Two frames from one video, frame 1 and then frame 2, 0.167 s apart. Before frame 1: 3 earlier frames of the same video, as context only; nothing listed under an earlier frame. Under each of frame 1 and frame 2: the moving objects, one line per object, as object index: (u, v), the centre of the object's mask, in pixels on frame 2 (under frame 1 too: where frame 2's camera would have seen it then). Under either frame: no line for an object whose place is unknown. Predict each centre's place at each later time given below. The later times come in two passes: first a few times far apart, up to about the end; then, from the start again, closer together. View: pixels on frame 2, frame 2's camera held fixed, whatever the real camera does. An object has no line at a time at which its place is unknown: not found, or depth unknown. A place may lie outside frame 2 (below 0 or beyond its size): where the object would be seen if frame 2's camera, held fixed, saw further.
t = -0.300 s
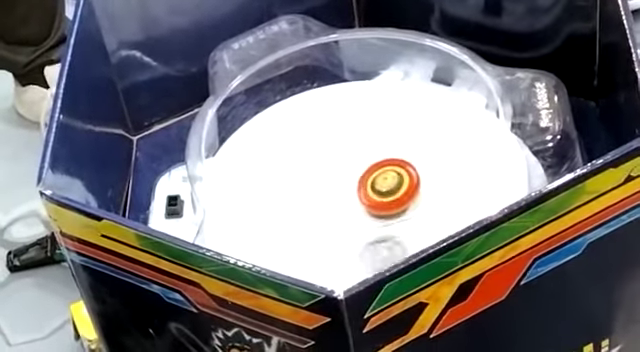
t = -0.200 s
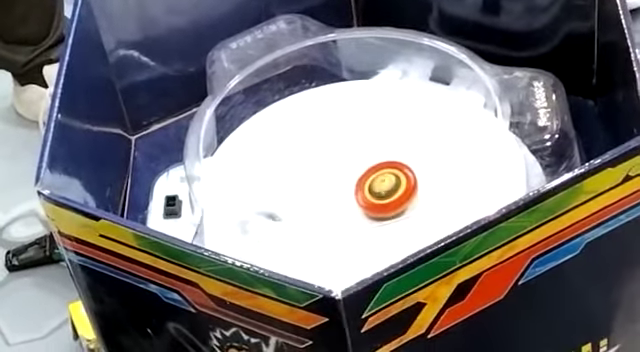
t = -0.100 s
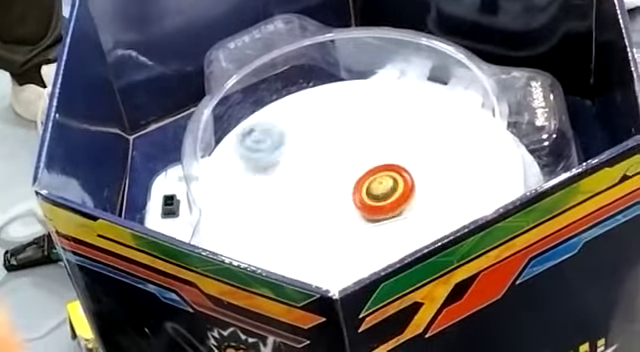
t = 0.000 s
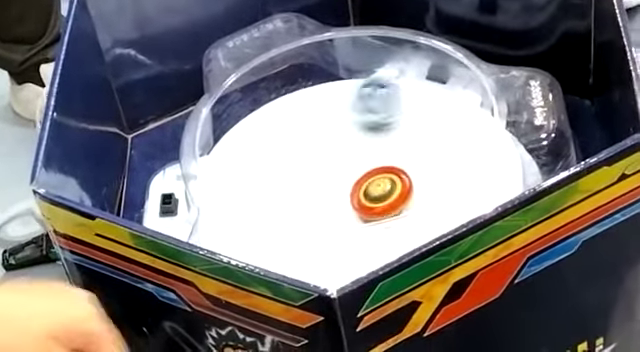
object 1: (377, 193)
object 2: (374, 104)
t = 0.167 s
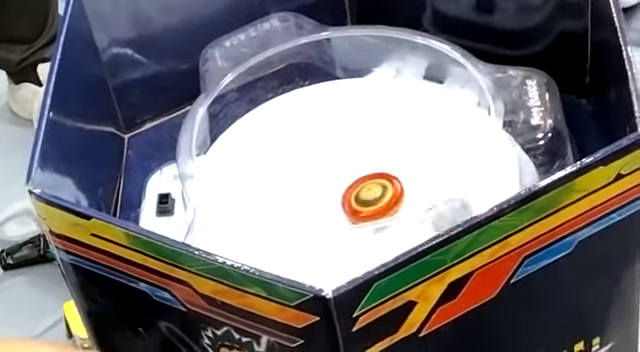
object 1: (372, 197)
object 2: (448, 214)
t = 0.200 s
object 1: (372, 198)
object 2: (410, 234)
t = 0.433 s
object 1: (367, 204)
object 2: (250, 152)
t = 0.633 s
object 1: (360, 208)
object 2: (457, 145)
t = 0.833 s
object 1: (352, 210)
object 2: (326, 263)
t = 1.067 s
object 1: (339, 209)
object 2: (306, 114)
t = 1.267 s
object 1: (329, 206)
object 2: (465, 190)
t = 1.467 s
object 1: (320, 200)
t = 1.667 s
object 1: (313, 191)
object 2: (323, 107)
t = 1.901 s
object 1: (316, 185)
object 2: (437, 219)
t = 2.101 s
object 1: (321, 180)
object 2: (240, 220)
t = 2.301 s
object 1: (329, 176)
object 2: (363, 103)
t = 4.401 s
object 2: (419, 139)
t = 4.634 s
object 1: (354, 221)
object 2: (406, 147)
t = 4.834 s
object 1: (390, 210)
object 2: (351, 166)
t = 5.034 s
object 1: (401, 200)
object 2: (301, 147)
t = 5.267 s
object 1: (400, 187)
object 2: (299, 149)
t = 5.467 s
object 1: (393, 181)
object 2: (314, 178)
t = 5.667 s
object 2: (319, 216)
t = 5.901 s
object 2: (312, 229)
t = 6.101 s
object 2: (329, 221)
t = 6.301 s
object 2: (360, 211)
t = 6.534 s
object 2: (400, 189)
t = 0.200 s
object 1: (372, 198)
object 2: (410, 234)
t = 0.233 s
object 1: (371, 199)
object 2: (374, 250)
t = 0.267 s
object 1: (371, 200)
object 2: (327, 263)
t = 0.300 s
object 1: (370, 201)
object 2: (294, 263)
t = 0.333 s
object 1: (369, 201)
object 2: (264, 216)
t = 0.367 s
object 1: (368, 202)
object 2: (235, 208)
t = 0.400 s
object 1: (367, 203)
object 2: (235, 179)
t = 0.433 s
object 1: (367, 204)
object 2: (250, 152)
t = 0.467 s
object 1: (366, 205)
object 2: (277, 128)
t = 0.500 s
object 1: (365, 205)
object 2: (316, 110)
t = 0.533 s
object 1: (364, 206)
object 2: (358, 104)
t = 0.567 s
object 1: (363, 207)
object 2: (398, 108)
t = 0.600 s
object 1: (361, 207)
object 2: (436, 122)
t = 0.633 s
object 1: (360, 208)
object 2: (457, 145)
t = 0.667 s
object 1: (359, 208)
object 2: (471, 175)
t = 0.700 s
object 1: (358, 208)
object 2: (461, 197)
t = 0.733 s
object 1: (356, 209)
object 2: (439, 218)
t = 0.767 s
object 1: (355, 209)
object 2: (400, 237)
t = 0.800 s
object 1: (353, 209)
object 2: (364, 250)
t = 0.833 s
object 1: (352, 210)
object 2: (326, 263)
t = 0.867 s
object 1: (350, 210)
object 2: (295, 264)
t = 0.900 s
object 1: (349, 210)
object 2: (251, 224)
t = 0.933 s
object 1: (347, 210)
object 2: (235, 211)
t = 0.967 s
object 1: (345, 210)
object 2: (235, 183)
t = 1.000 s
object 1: (343, 210)
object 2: (245, 157)
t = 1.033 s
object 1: (341, 209)
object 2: (272, 131)
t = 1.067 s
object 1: (339, 209)
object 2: (306, 114)
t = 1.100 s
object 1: (337, 209)
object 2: (348, 105)
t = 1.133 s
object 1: (335, 208)
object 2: (390, 106)
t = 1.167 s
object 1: (334, 208)
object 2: (427, 117)
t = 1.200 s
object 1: (332, 207)
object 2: (453, 139)
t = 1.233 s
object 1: (331, 206)
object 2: (467, 169)
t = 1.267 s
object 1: (329, 206)
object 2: (465, 190)
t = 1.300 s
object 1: (328, 205)
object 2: (446, 214)
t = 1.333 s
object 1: (326, 204)
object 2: (415, 231)
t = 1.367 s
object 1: (325, 203)
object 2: (378, 249)
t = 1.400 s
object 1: (324, 202)
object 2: (341, 259)
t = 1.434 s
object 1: (322, 201)
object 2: (307, 258)
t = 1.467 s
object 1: (320, 200)
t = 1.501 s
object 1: (319, 199)
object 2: (242, 223)
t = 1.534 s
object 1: (317, 197)
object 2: (232, 199)
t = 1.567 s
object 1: (315, 195)
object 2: (237, 172)
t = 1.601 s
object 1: (314, 194)
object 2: (255, 144)
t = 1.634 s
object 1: (313, 192)
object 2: (286, 120)
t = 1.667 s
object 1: (313, 191)
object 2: (323, 107)
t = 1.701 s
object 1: (314, 190)
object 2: (366, 103)
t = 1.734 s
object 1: (314, 189)
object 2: (408, 110)
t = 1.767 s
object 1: (314, 188)
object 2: (439, 124)
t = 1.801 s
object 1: (314, 187)
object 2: (457, 146)
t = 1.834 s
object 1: (315, 186)
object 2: (470, 181)
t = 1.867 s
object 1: (316, 185)
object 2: (460, 198)
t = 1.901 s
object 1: (316, 185)
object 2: (437, 219)
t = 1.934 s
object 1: (317, 184)
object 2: (403, 236)
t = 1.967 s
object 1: (318, 183)
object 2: (369, 252)
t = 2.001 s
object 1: (318, 183)
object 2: (332, 261)
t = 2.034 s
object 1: (319, 182)
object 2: (295, 254)
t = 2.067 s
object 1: (320, 181)
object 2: (265, 244)
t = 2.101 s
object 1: (321, 180)
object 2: (240, 220)
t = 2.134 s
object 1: (323, 179)
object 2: (233, 196)
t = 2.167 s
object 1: (324, 178)
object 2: (237, 170)
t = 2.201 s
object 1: (325, 177)
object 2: (256, 144)
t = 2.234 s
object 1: (326, 177)
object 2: (284, 120)
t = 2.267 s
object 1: (328, 176)
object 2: (322, 106)
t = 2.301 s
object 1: (329, 176)
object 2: (363, 103)
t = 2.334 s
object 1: (330, 175)
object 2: (400, 106)
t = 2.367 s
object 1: (332, 174)
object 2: (435, 120)
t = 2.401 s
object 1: (334, 174)
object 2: (459, 136)
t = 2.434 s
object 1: (337, 174)
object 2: (483, 164)
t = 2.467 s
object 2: (494, 175)
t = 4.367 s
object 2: (418, 138)
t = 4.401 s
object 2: (419, 139)
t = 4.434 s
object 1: (320, 219)
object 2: (421, 138)
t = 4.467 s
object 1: (325, 221)
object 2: (419, 138)
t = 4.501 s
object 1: (331, 222)
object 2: (417, 139)
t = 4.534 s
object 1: (336, 222)
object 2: (416, 140)
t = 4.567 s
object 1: (342, 222)
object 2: (413, 142)
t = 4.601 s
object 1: (348, 222)
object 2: (410, 145)
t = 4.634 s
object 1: (354, 221)
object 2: (406, 147)
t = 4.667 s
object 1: (361, 219)
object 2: (401, 151)
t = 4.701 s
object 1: (367, 218)
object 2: (393, 156)
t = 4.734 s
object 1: (373, 216)
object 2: (386, 159)
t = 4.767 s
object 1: (379, 214)
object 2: (375, 161)
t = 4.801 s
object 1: (384, 211)
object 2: (361, 164)
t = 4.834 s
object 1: (390, 210)
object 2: (351, 166)
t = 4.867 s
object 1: (394, 209)
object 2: (339, 165)
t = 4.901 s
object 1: (396, 207)
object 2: (328, 161)
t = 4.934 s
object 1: (398, 205)
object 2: (318, 158)
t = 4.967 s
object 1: (400, 203)
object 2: (311, 154)
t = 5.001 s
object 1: (401, 201)
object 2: (306, 149)
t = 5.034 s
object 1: (401, 200)
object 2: (301, 147)
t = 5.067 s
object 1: (402, 198)
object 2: (299, 145)
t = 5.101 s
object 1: (402, 196)
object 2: (298, 143)
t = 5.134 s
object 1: (402, 194)
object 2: (297, 143)
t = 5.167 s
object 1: (400, 189)
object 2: (297, 144)
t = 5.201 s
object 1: (400, 188)
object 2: (298, 145)
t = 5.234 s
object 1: (400, 187)
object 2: (298, 146)
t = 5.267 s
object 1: (400, 187)
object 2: (299, 149)
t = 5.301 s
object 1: (399, 186)
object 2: (301, 152)
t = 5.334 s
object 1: (398, 185)
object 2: (303, 156)
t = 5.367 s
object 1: (397, 185)
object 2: (306, 160)
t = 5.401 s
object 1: (396, 183)
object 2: (309, 166)
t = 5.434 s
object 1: (394, 183)
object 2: (312, 172)
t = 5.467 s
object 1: (393, 181)
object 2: (314, 178)
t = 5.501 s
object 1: (391, 180)
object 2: (316, 185)
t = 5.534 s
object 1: (389, 178)
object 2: (317, 193)
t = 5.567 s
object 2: (319, 199)
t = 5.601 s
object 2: (319, 203)
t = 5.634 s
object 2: (318, 212)
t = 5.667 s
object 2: (319, 216)
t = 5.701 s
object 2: (317, 220)
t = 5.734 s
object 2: (315, 222)
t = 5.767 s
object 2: (313, 225)
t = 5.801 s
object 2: (313, 228)
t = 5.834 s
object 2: (314, 229)
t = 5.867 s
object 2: (313, 228)
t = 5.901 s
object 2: (312, 229)
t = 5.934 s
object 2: (314, 230)
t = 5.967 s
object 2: (317, 230)
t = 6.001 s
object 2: (319, 228)
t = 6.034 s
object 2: (323, 225)
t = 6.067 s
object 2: (325, 223)
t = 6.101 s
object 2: (329, 221)
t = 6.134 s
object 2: (332, 220)
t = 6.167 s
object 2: (341, 218)
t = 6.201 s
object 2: (344, 216)
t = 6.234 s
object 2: (349, 217)
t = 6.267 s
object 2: (355, 214)
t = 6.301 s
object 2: (360, 211)
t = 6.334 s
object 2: (367, 207)
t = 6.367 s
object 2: (375, 204)
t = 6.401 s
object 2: (380, 199)
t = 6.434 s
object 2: (386, 197)
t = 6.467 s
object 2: (391, 195)
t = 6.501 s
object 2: (397, 193)
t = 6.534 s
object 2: (400, 189)
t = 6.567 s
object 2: (401, 188)
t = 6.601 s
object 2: (402, 186)
